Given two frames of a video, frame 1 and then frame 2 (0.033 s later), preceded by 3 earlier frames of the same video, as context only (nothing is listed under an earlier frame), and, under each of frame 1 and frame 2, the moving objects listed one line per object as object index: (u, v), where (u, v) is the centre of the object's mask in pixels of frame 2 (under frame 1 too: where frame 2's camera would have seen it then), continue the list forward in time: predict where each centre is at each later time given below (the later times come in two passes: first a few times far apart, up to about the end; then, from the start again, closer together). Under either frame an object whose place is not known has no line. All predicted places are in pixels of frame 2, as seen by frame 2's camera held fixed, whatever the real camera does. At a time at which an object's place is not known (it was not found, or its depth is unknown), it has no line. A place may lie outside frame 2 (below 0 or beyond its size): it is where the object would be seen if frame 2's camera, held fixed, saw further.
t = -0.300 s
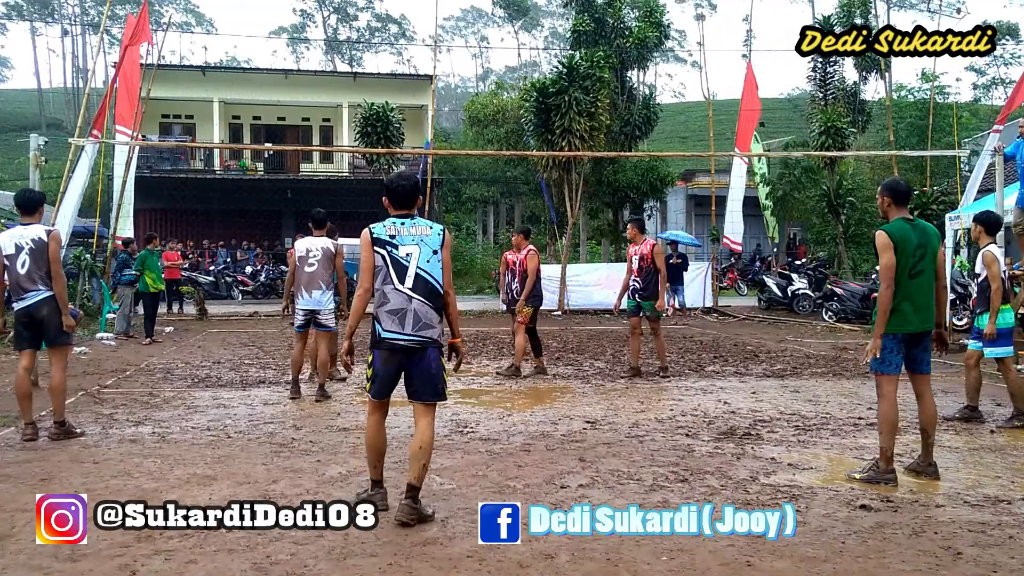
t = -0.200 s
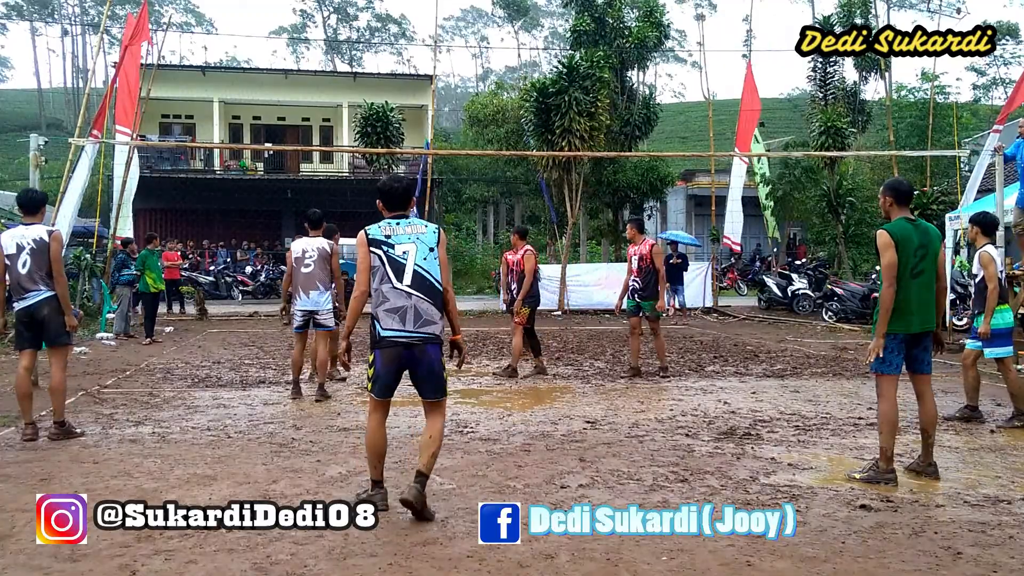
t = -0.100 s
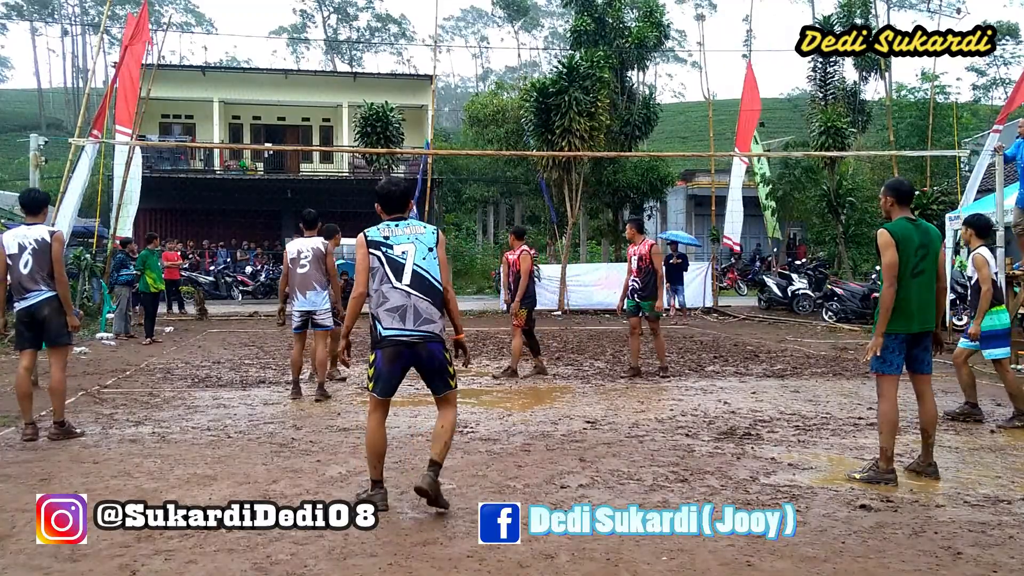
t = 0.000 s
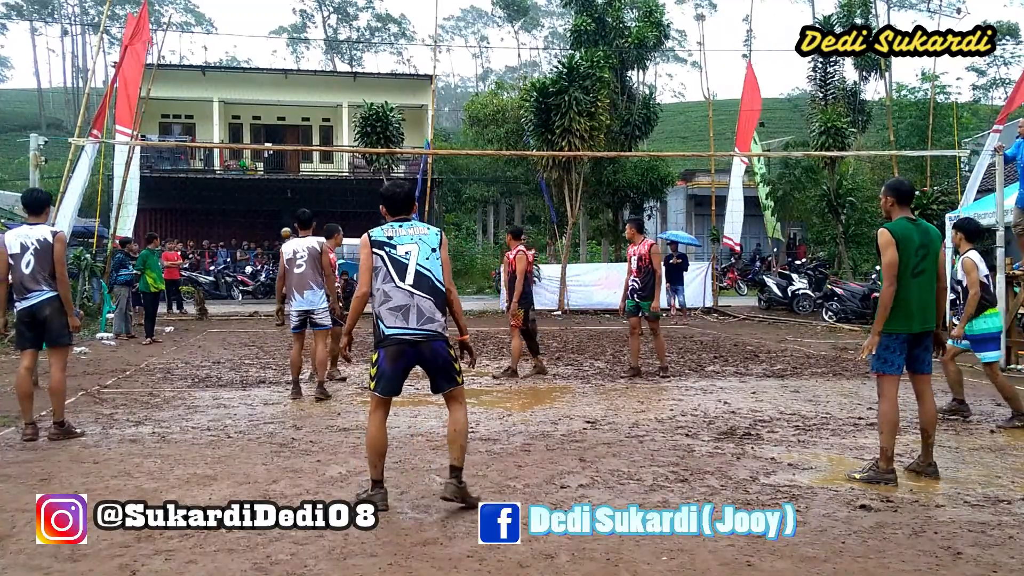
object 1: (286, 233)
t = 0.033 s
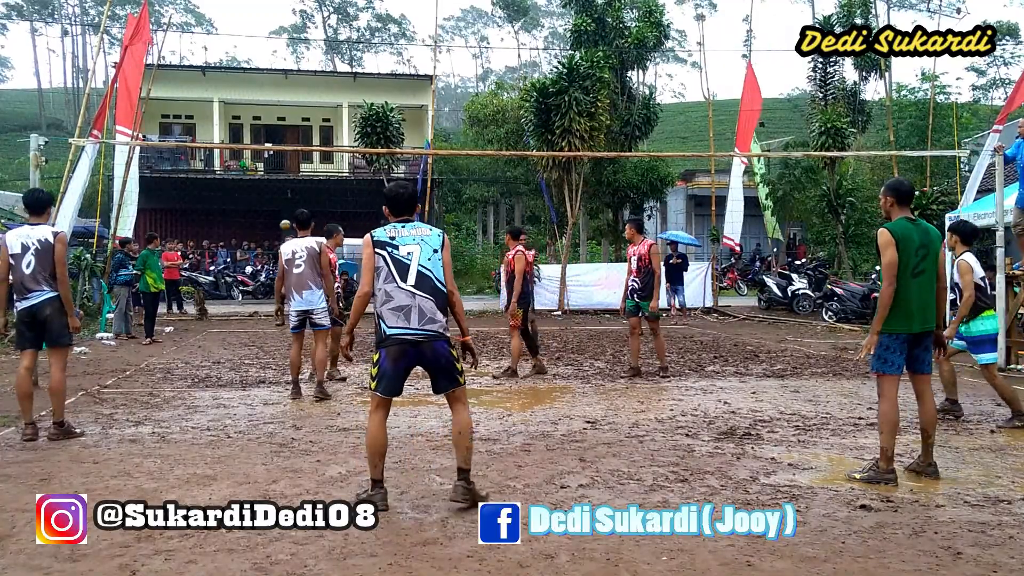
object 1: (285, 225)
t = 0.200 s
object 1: (281, 194)
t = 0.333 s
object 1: (277, 177)
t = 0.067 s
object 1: (284, 218)
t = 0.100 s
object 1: (284, 211)
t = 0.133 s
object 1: (283, 205)
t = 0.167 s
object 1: (282, 199)
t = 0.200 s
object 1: (281, 194)
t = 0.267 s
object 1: (279, 185)
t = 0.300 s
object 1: (278, 182)
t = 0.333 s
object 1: (277, 177)
